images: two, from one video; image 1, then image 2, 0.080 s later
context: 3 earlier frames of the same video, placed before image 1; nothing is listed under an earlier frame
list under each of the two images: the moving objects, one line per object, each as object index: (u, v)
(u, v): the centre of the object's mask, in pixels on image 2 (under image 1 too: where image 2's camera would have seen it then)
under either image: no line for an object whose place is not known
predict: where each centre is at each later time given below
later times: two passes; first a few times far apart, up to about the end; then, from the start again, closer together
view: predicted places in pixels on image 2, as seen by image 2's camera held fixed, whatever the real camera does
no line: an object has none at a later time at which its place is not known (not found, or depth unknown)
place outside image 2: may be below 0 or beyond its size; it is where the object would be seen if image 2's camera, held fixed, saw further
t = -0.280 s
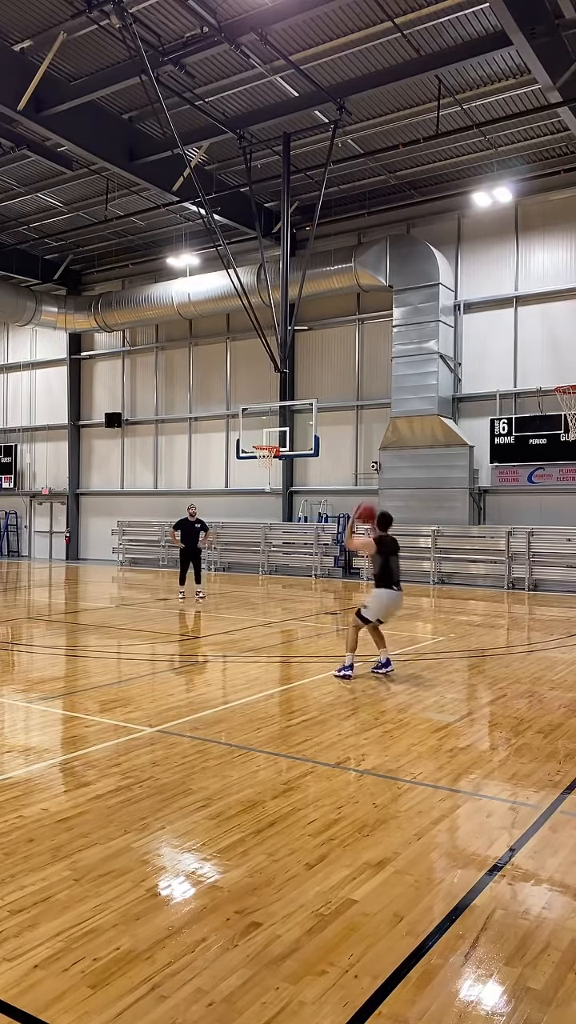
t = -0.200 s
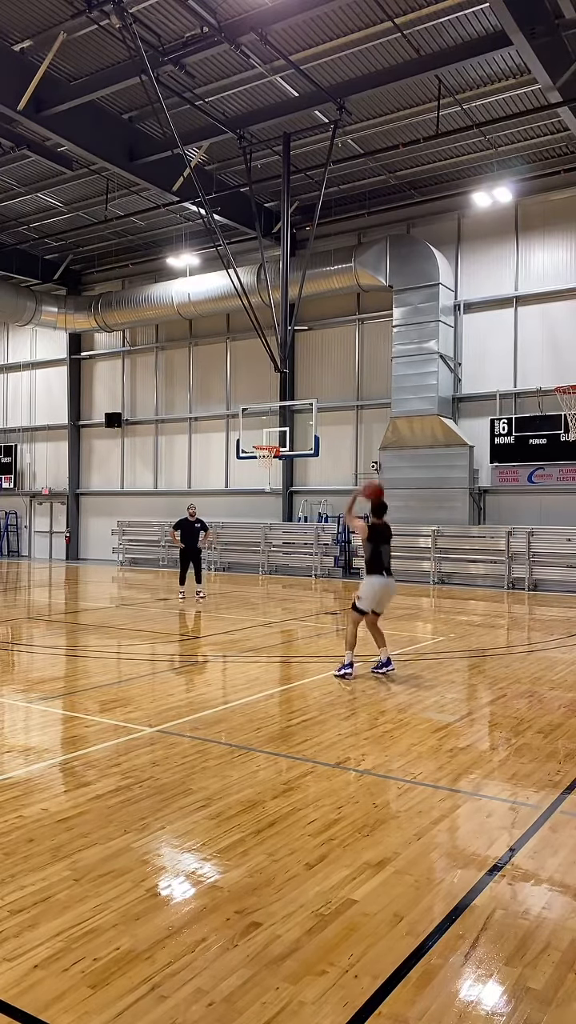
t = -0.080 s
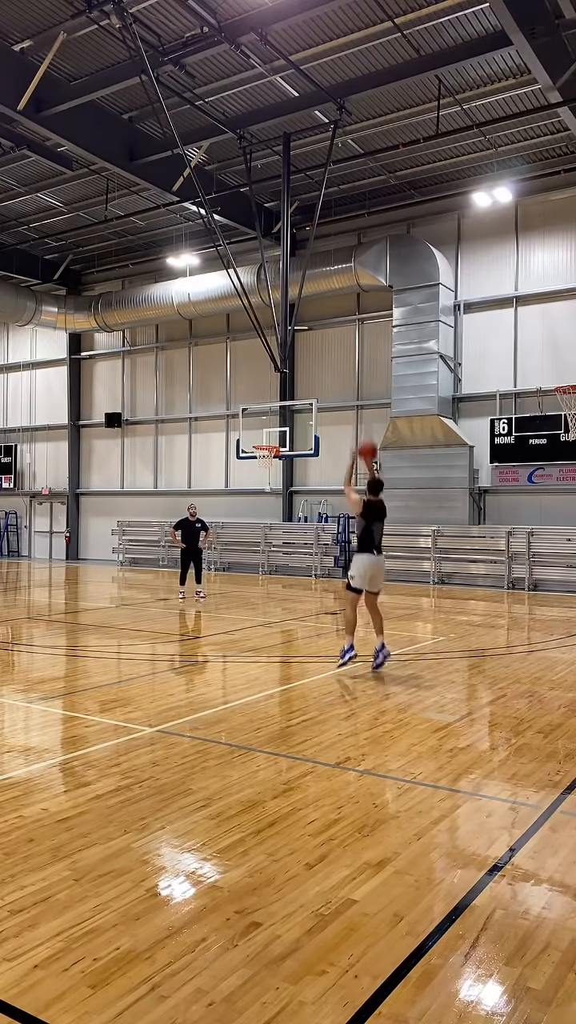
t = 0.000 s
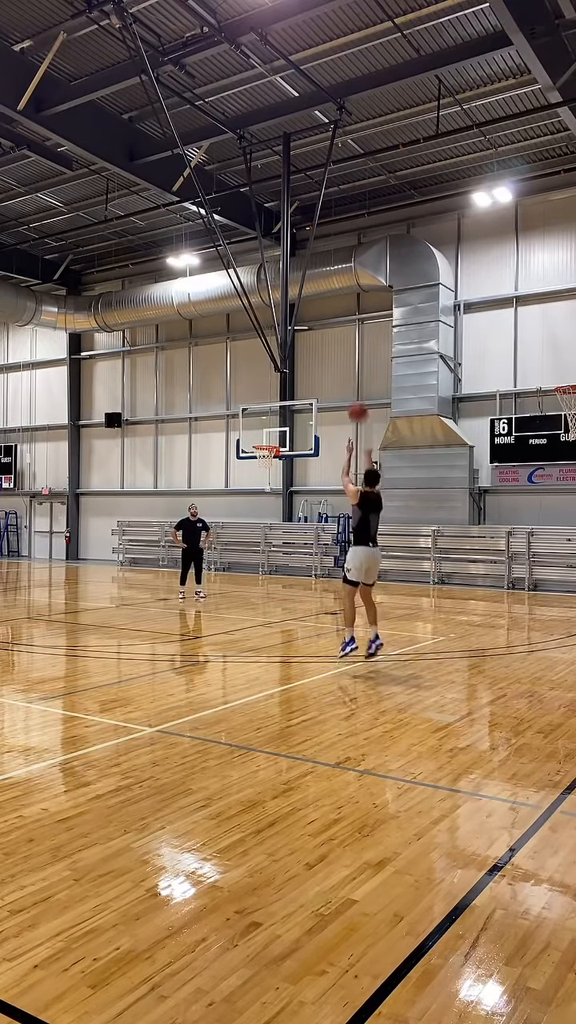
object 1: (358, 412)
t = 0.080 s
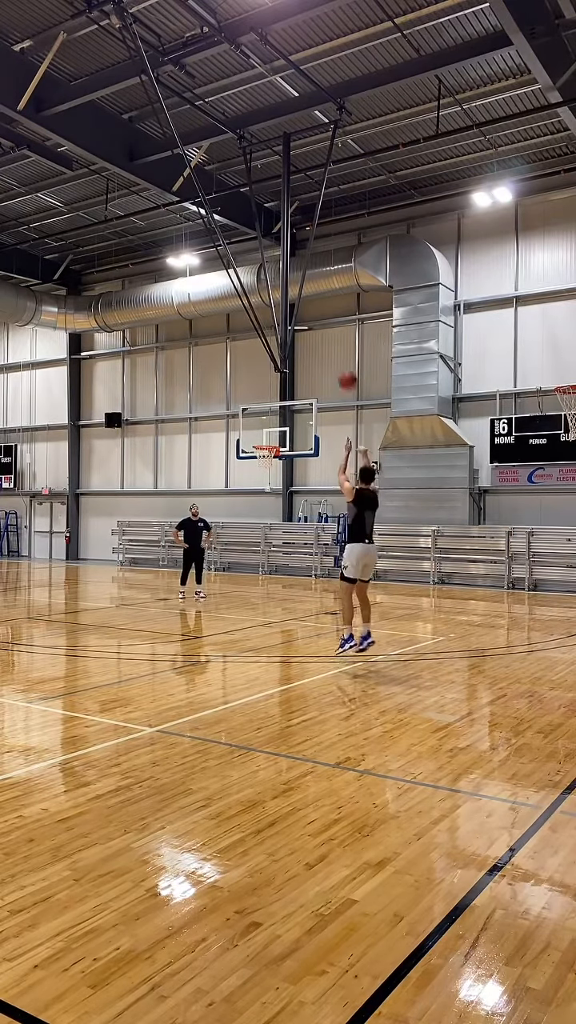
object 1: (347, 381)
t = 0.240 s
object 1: (331, 340)
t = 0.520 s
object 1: (306, 320)
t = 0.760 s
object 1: (288, 343)
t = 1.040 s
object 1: (273, 402)
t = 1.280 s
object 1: (264, 467)
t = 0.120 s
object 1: (343, 368)
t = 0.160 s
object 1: (339, 356)
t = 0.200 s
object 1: (334, 347)
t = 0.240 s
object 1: (331, 340)
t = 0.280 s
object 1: (326, 332)
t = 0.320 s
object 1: (323, 327)
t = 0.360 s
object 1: (319, 323)
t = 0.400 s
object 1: (316, 320)
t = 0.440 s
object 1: (312, 319)
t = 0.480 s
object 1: (308, 319)
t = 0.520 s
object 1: (306, 320)
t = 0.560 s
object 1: (303, 321)
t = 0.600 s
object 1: (300, 324)
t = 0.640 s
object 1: (298, 327)
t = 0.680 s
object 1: (294, 331)
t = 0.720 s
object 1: (291, 337)
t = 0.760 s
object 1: (288, 343)
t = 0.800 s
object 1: (287, 349)
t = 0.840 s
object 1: (284, 356)
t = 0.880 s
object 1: (281, 365)
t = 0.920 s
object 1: (280, 372)
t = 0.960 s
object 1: (276, 382)
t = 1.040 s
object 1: (273, 402)
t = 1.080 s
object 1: (271, 412)
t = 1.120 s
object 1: (268, 423)
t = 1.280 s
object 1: (264, 467)
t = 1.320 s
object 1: (265, 475)
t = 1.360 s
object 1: (266, 486)
